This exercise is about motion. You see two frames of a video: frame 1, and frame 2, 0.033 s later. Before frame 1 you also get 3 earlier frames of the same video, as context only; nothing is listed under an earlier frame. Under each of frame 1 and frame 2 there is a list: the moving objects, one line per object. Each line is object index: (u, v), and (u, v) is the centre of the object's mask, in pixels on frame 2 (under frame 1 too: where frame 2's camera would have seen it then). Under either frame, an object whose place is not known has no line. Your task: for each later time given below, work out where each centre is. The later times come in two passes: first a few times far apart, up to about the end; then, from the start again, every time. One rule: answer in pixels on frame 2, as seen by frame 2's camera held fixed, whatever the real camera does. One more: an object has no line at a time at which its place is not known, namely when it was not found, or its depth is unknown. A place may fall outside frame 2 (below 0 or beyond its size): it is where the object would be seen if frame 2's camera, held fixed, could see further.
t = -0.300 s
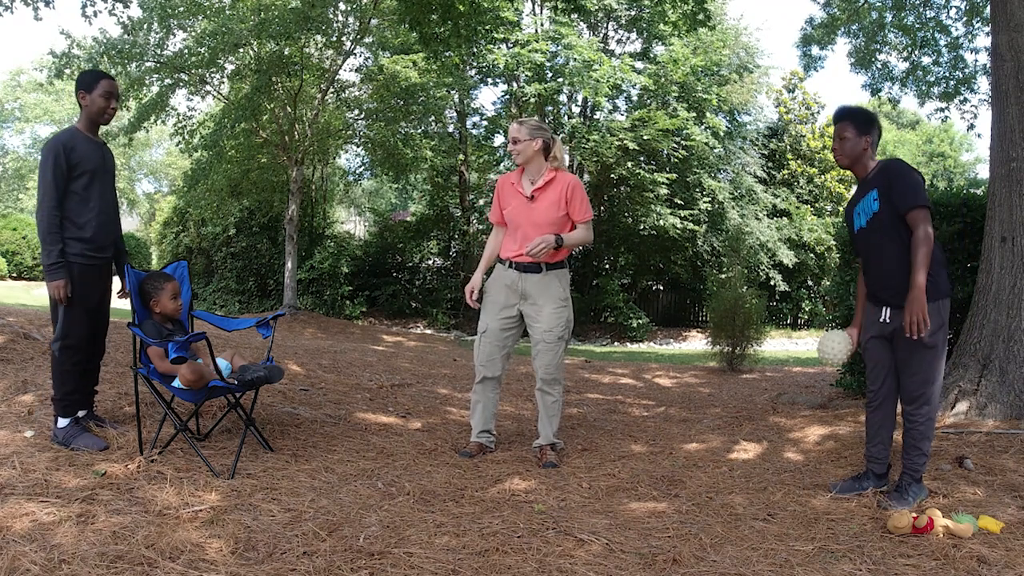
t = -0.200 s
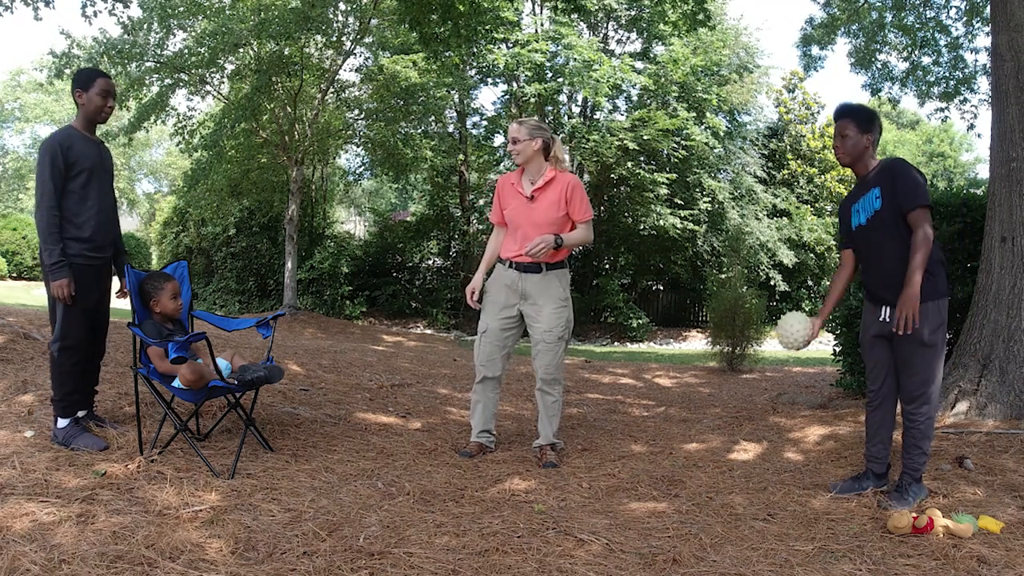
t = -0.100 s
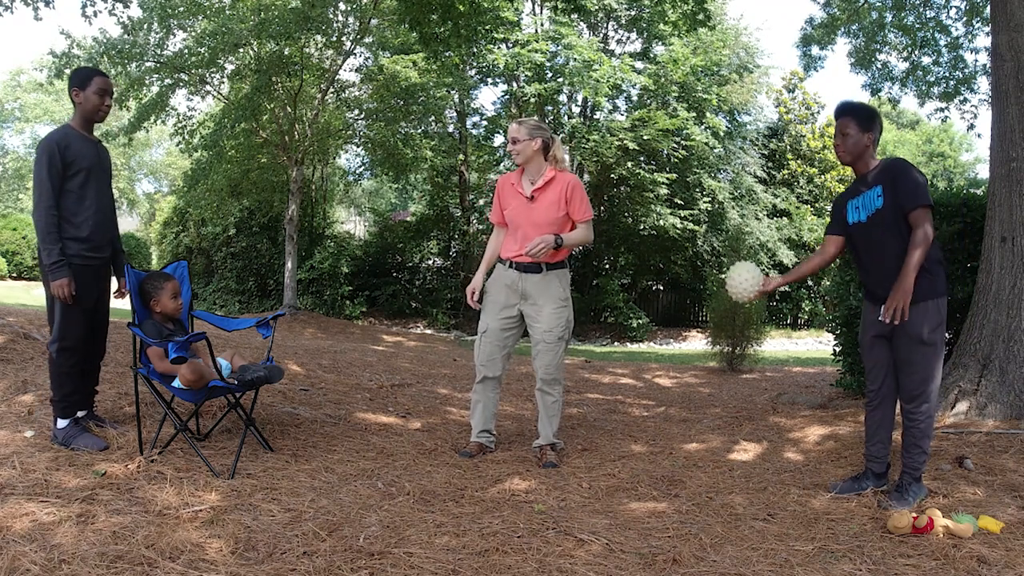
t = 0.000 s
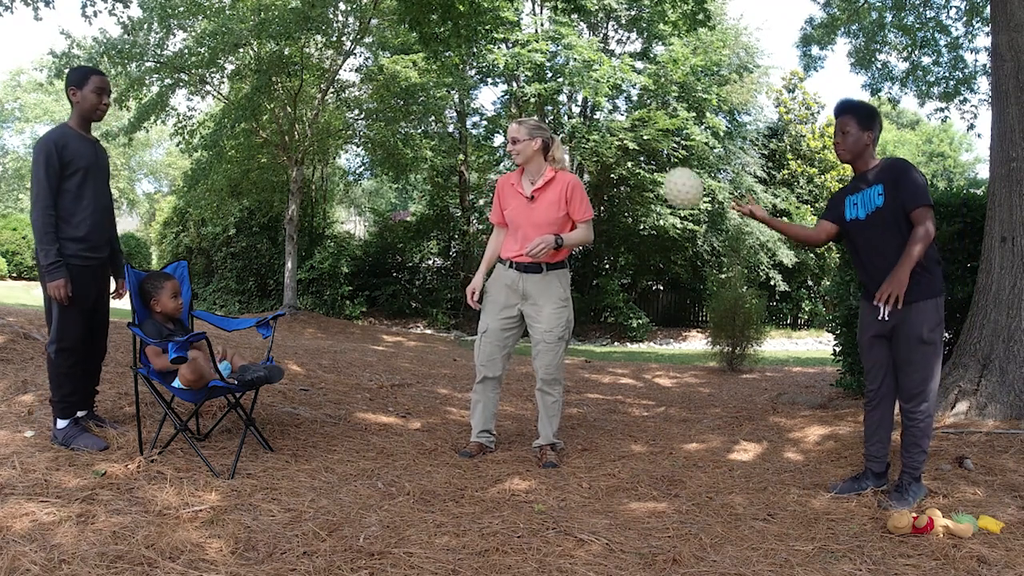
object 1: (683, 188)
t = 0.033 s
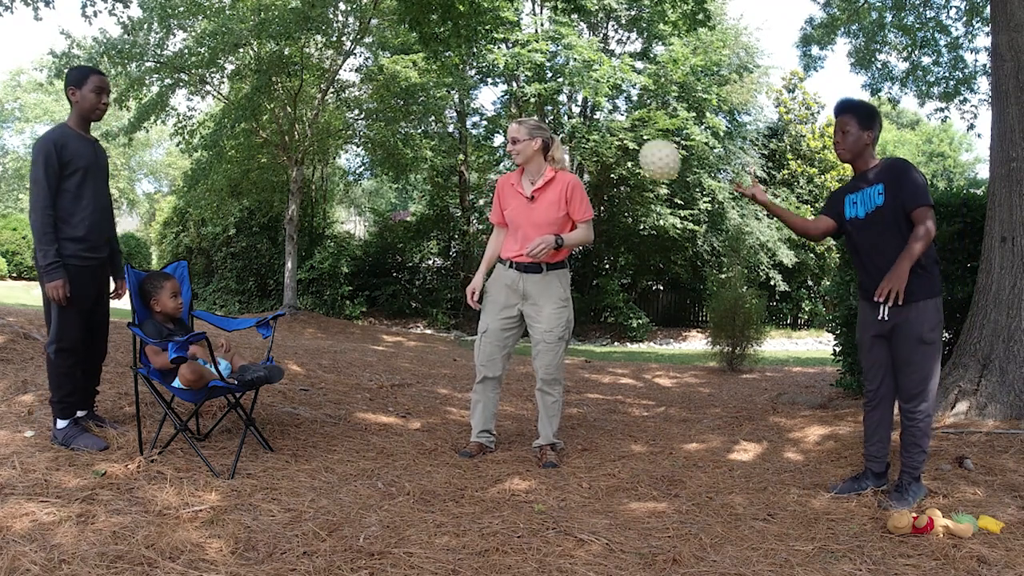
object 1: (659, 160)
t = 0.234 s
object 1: (516, 59)
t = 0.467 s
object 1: (356, 72)
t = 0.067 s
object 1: (635, 135)
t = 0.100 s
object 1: (611, 113)
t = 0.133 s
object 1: (587, 95)
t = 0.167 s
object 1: (564, 81)
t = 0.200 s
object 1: (540, 69)
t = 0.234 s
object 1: (516, 59)
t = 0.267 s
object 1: (494, 53)
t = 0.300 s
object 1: (471, 49)
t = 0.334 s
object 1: (448, 48)
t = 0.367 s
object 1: (425, 49)
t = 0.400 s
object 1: (401, 54)
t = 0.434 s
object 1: (378, 61)
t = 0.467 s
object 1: (356, 72)
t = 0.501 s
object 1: (333, 85)
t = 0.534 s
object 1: (312, 100)
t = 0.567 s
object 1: (290, 119)
